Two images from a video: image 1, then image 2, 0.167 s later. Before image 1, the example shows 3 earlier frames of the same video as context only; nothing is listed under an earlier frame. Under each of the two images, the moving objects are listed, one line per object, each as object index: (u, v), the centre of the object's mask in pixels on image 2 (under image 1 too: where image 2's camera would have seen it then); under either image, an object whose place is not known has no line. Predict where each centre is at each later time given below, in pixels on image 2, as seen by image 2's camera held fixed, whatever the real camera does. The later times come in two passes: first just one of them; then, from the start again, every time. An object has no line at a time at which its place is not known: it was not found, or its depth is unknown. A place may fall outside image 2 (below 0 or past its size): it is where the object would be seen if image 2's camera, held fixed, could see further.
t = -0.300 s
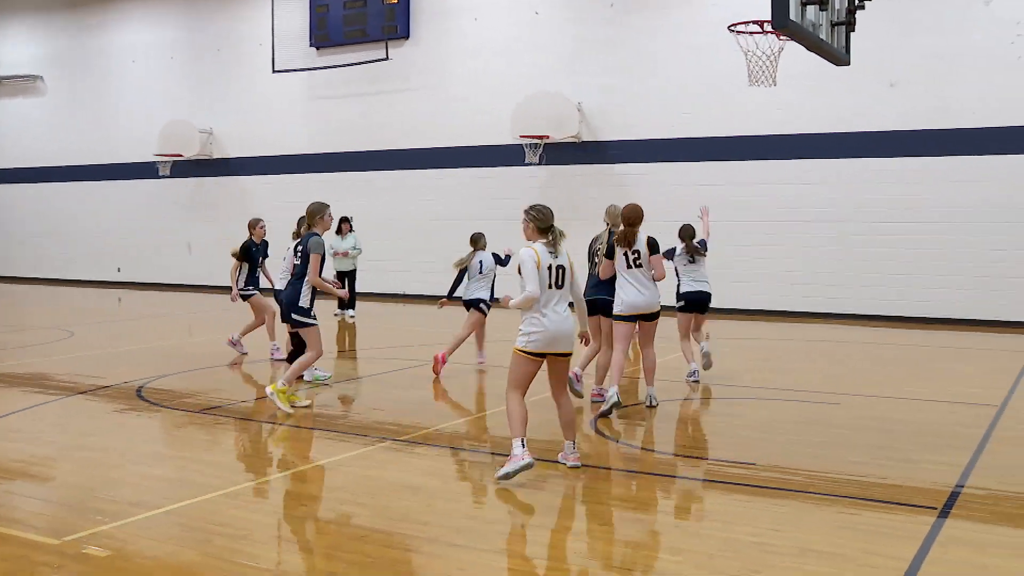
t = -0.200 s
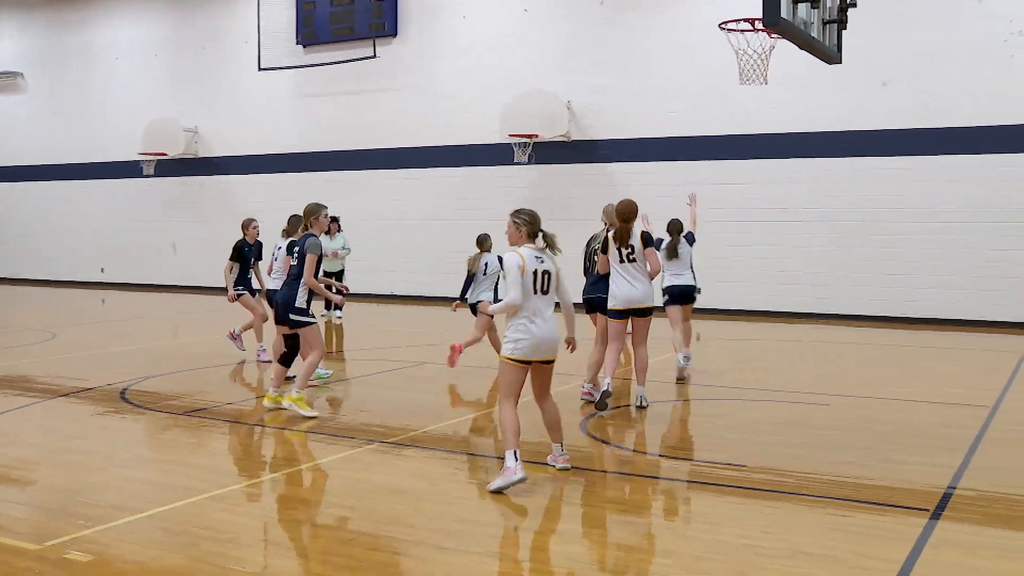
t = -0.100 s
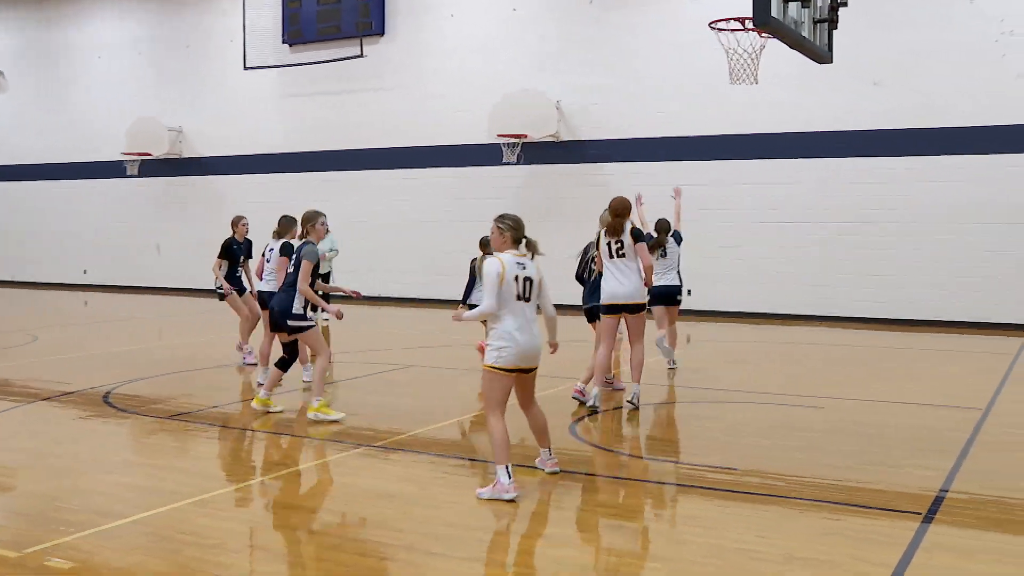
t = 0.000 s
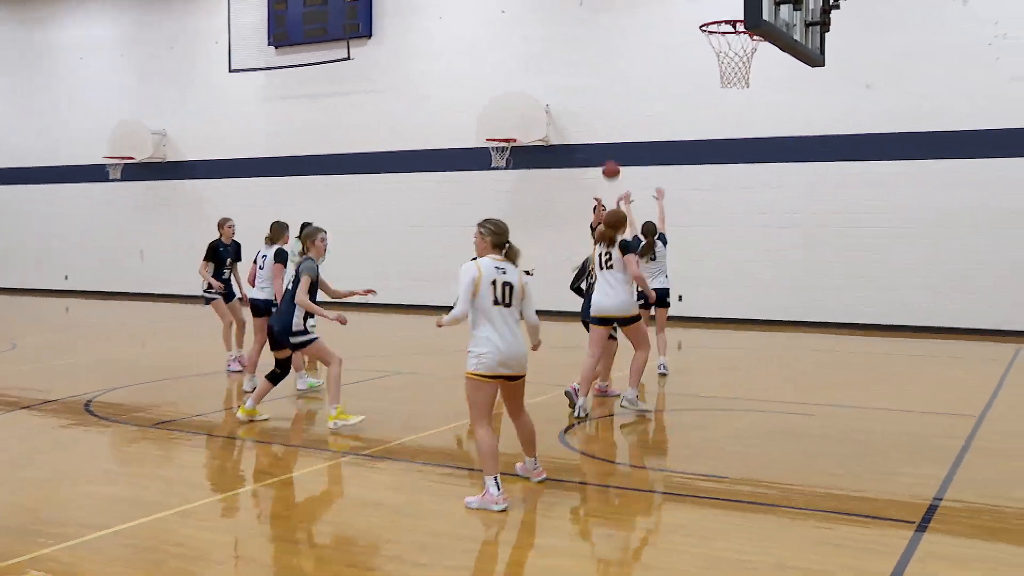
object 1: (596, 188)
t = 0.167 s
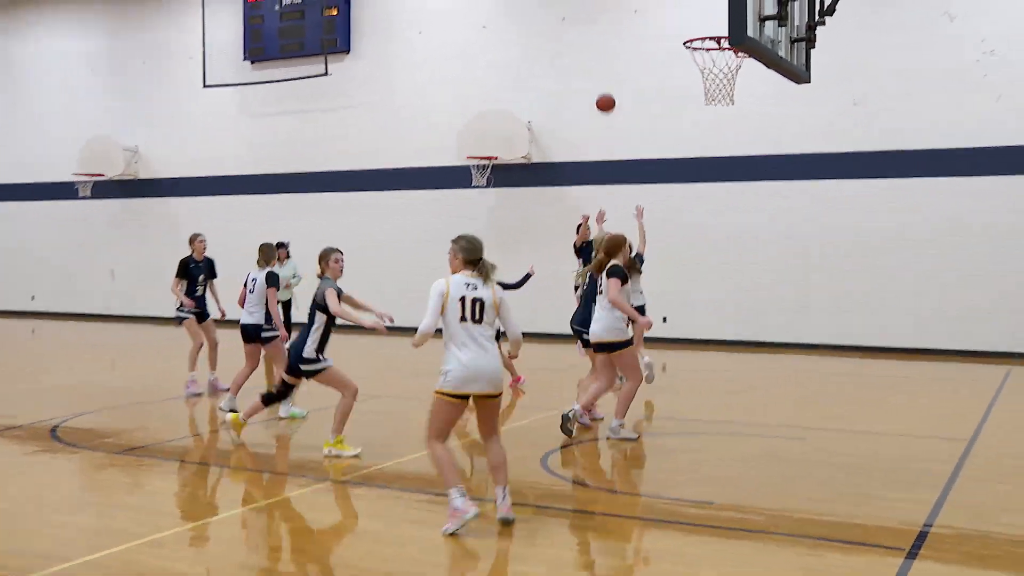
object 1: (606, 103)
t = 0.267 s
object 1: (613, 57)
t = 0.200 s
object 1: (608, 87)
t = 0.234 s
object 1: (610, 71)
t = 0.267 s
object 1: (613, 57)
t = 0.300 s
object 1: (615, 43)
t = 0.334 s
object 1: (618, 29)
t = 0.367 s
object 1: (621, 17)
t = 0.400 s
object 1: (624, 4)
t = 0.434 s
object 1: (627, -7)
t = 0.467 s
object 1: (630, -18)
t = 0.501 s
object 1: (633, -28)
